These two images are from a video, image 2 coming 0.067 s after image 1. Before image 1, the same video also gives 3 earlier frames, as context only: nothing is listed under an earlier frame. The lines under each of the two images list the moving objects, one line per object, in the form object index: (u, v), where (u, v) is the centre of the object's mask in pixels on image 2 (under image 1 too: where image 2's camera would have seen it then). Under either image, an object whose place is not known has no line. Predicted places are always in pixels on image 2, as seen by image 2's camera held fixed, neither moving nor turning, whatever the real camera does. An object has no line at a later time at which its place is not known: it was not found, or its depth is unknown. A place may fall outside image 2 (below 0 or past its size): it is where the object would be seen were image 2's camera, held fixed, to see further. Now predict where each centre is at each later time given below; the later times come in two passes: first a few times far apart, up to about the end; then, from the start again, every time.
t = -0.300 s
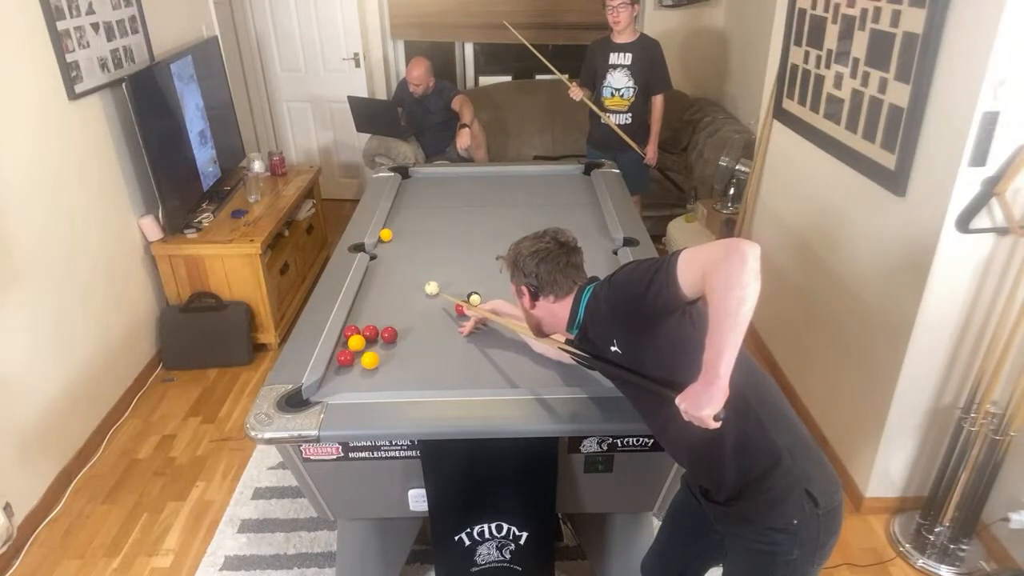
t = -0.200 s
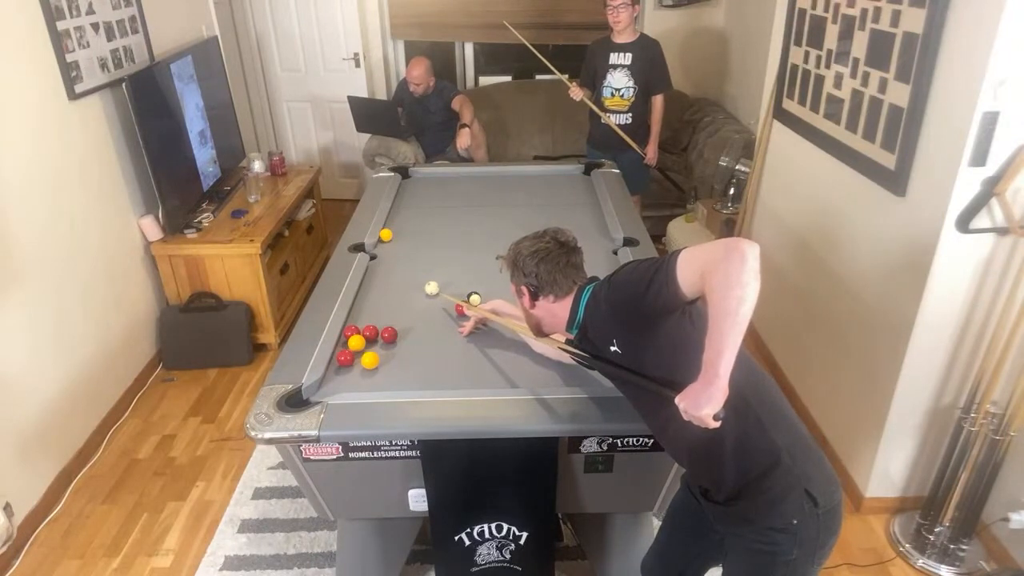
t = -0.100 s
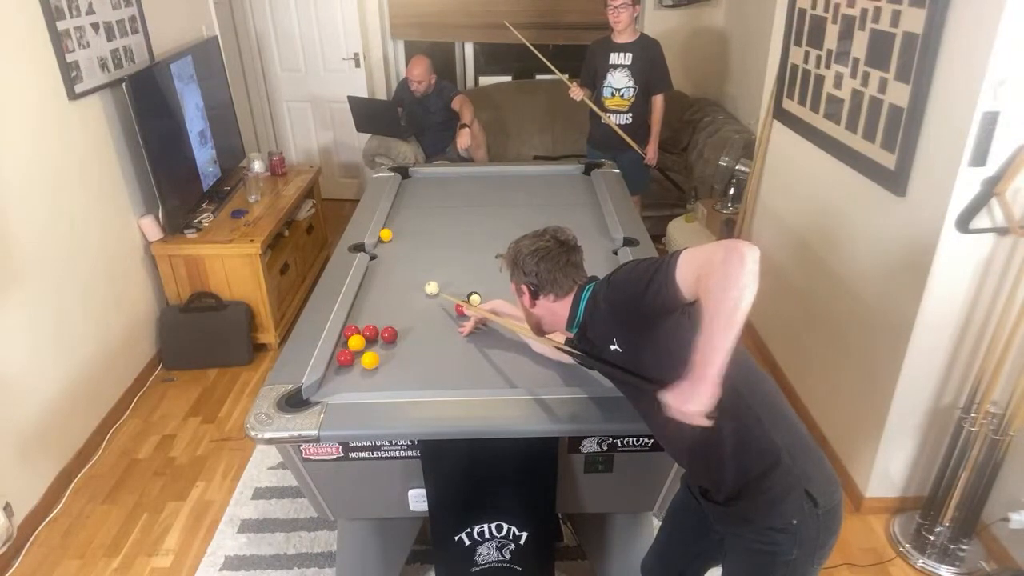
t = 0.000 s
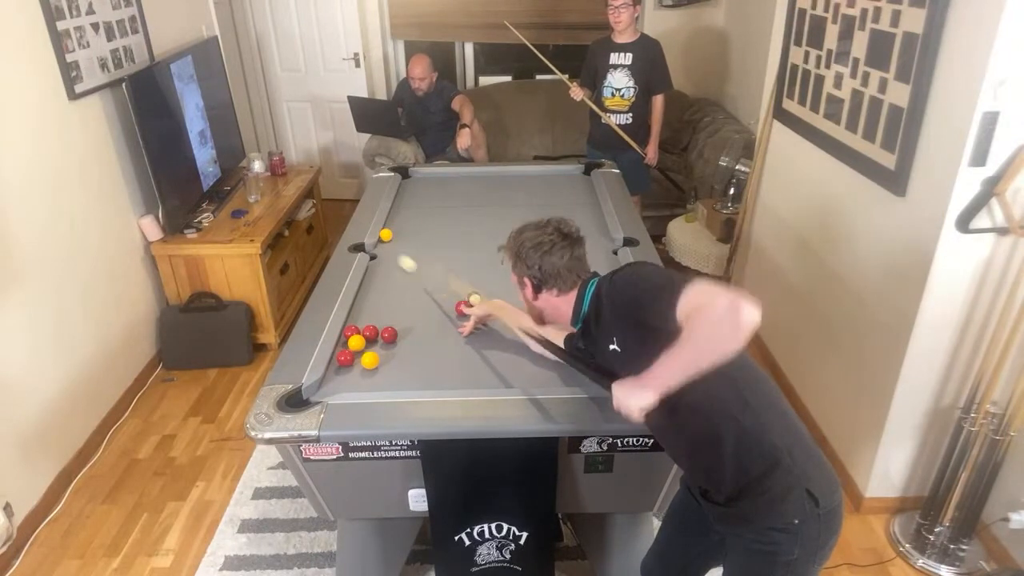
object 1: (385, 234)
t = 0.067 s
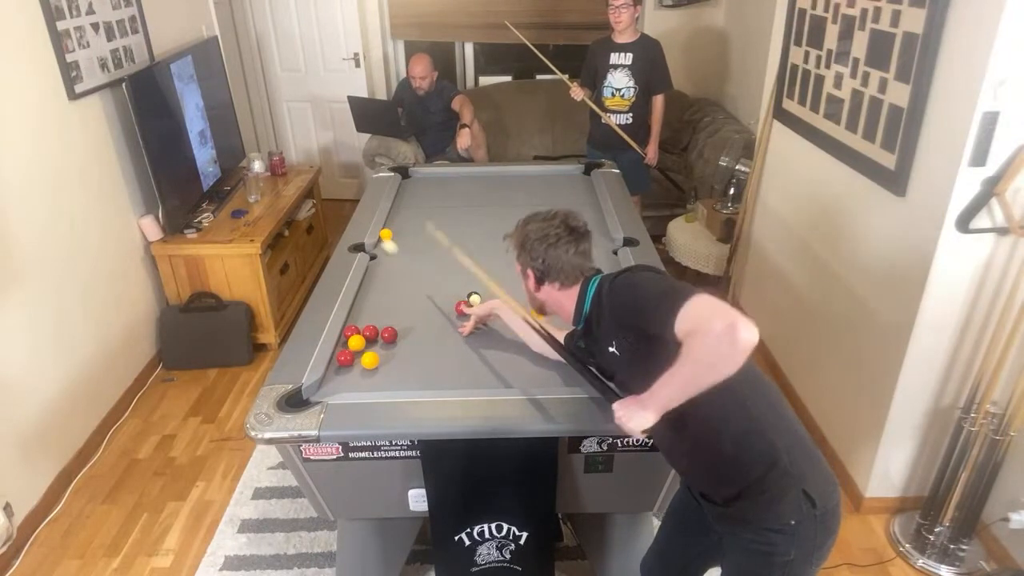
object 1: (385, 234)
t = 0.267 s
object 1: (397, 207)
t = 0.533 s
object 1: (407, 180)
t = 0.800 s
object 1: (412, 174)
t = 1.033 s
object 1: (410, 178)
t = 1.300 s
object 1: (407, 183)
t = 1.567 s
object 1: (405, 186)
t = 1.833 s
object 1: (402, 191)
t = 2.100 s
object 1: (401, 195)
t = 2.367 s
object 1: (400, 199)
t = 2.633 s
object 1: (400, 201)
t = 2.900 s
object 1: (399, 204)
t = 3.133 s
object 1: (399, 205)
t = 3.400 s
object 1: (399, 207)
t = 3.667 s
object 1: (398, 208)
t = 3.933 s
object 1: (398, 209)
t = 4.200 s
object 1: (398, 209)
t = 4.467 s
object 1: (398, 209)
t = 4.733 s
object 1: (398, 209)
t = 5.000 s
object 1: (398, 209)
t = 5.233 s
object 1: (398, 209)
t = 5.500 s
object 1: (398, 209)
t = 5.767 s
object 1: (398, 209)
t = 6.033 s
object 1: (398, 209)
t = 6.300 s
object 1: (398, 209)
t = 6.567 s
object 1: (398, 209)
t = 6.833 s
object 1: (398, 209)
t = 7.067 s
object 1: (398, 209)
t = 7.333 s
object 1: (398, 209)
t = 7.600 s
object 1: (398, 209)
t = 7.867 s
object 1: (398, 209)
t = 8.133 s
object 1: (398, 209)
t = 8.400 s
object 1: (398, 209)
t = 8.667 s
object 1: (398, 209)
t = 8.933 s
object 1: (398, 209)
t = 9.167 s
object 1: (398, 209)
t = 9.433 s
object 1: (398, 209)
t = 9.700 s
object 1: (398, 209)
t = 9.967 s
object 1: (398, 209)
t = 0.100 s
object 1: (387, 230)
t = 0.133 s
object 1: (388, 226)
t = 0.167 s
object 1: (391, 221)
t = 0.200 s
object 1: (393, 216)
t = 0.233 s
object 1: (395, 211)
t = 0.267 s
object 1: (397, 207)
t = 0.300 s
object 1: (398, 203)
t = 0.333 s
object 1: (400, 199)
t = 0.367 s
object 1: (401, 196)
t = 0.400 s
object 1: (403, 192)
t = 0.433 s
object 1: (404, 189)
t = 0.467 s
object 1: (405, 186)
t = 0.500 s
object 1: (406, 183)
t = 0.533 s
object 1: (407, 180)
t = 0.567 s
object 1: (409, 177)
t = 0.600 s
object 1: (410, 174)
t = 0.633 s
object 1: (406, 173)
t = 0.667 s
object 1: (404, 173)
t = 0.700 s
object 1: (409, 173)
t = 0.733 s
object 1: (412, 173)
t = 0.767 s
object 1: (412, 173)
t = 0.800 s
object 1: (412, 174)
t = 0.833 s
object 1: (412, 175)
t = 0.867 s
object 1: (412, 176)
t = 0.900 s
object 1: (411, 176)
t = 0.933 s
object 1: (411, 177)
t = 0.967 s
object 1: (410, 177)
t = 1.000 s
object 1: (410, 178)
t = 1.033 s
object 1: (410, 178)
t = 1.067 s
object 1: (409, 179)
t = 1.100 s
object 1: (409, 180)
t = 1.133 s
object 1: (409, 180)
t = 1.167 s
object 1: (408, 181)
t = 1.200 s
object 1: (408, 181)
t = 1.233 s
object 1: (408, 182)
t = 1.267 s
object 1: (407, 182)
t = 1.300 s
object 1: (407, 183)
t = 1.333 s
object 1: (407, 183)
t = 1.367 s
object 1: (407, 184)
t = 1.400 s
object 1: (407, 184)
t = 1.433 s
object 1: (406, 184)
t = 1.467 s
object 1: (406, 185)
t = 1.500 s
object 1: (406, 185)
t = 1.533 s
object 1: (405, 186)
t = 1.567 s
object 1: (405, 186)
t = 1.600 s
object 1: (404, 188)
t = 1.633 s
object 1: (404, 189)
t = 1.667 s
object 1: (404, 189)
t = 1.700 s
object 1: (403, 190)
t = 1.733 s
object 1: (403, 190)
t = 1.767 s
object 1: (403, 190)
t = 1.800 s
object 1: (403, 191)
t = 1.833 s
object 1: (402, 191)
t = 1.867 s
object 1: (402, 192)
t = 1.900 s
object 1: (402, 192)
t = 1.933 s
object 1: (402, 192)
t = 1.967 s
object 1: (401, 193)
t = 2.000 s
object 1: (401, 194)
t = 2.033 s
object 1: (401, 194)
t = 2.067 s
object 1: (401, 195)
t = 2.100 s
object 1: (401, 195)
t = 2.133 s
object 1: (400, 196)
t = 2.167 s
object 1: (401, 196)
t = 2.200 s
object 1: (400, 197)
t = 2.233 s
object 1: (400, 197)
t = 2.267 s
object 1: (400, 197)
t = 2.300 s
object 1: (400, 198)
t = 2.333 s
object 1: (400, 198)
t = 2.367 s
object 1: (400, 199)
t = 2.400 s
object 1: (400, 199)
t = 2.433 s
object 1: (400, 199)
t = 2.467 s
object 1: (400, 200)
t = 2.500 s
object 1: (400, 200)
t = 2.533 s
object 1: (400, 200)
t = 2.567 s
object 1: (400, 201)
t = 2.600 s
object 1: (400, 201)
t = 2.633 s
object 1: (400, 201)
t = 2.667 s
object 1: (400, 201)
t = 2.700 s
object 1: (399, 202)
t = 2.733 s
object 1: (399, 202)
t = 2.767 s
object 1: (399, 202)
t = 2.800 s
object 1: (399, 203)
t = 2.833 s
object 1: (399, 203)
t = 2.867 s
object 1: (399, 203)
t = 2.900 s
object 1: (399, 204)
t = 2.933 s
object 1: (399, 204)
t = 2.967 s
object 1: (399, 204)
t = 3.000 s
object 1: (399, 204)
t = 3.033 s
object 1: (399, 205)
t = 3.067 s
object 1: (399, 205)
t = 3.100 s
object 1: (399, 205)
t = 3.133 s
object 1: (399, 205)
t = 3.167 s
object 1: (399, 206)
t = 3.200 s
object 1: (399, 206)
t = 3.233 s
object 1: (399, 206)
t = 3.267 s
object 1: (399, 206)
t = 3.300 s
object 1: (399, 206)
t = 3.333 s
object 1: (399, 206)
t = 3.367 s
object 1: (399, 207)
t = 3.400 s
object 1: (399, 207)
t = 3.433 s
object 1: (399, 207)
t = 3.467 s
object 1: (399, 207)
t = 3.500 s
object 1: (399, 207)
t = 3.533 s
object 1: (399, 207)
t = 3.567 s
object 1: (399, 207)
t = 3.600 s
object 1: (398, 208)
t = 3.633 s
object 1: (398, 208)
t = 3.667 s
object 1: (398, 208)
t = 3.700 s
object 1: (398, 208)
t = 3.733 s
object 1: (398, 208)
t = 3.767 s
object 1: (398, 208)
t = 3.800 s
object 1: (398, 208)
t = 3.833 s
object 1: (398, 208)
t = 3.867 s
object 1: (398, 209)
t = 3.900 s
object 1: (398, 209)
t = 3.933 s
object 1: (398, 209)
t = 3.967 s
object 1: (398, 209)
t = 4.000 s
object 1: (398, 209)
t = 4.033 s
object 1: (398, 209)
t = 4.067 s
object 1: (398, 209)
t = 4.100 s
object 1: (398, 209)
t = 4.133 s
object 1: (398, 209)
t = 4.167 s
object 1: (398, 209)
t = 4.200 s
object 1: (398, 209)
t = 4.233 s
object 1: (398, 209)
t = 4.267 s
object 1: (398, 209)
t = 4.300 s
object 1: (398, 209)
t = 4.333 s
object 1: (398, 209)
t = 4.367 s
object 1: (398, 209)
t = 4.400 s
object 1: (398, 209)
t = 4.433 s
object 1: (398, 209)
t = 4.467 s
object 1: (398, 209)
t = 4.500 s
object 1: (398, 209)
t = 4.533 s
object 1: (398, 209)
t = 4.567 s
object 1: (398, 209)
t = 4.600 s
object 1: (398, 209)
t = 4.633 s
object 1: (398, 209)
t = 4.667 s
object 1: (398, 209)
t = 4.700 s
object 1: (398, 209)
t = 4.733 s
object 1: (398, 209)
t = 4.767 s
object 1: (398, 209)
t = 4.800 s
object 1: (398, 209)
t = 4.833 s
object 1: (398, 209)
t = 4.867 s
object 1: (398, 209)
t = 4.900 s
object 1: (398, 209)
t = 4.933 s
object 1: (398, 209)
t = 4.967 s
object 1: (398, 209)
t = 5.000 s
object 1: (398, 209)
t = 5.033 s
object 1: (398, 209)
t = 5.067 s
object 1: (398, 209)
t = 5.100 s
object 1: (398, 209)
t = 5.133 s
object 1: (398, 209)
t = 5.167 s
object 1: (398, 209)
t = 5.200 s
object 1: (398, 209)
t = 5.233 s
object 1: (398, 209)
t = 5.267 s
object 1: (398, 209)
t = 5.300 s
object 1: (398, 209)
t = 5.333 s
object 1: (398, 209)
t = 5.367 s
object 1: (398, 209)
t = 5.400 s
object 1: (398, 209)
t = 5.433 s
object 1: (398, 209)
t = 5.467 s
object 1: (398, 209)
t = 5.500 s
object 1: (398, 209)
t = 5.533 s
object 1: (398, 209)
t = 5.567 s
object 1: (398, 209)
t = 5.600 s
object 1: (398, 209)
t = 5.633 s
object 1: (398, 209)
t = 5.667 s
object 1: (398, 209)
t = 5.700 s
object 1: (398, 209)
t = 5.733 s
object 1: (398, 209)
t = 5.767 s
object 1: (398, 209)
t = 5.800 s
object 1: (398, 209)
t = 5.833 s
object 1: (398, 209)
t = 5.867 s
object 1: (398, 209)
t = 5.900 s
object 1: (398, 209)
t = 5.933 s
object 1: (398, 209)
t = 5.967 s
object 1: (398, 209)
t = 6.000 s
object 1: (398, 209)
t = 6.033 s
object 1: (398, 209)
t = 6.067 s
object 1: (398, 209)
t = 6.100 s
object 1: (398, 209)
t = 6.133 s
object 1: (398, 209)
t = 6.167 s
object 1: (398, 209)
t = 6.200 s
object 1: (398, 209)
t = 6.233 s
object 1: (398, 209)
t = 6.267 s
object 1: (398, 209)
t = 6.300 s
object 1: (398, 209)
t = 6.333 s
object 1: (398, 209)
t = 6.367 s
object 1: (398, 209)
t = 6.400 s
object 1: (398, 209)
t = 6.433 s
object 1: (398, 209)
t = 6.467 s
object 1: (398, 209)
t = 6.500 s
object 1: (398, 209)
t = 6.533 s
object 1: (398, 209)
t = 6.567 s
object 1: (398, 209)
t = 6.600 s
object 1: (398, 209)
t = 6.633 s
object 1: (398, 209)
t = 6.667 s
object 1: (398, 209)
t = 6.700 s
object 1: (398, 209)
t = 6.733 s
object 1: (398, 209)
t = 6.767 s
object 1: (398, 209)
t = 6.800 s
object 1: (398, 209)
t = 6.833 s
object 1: (398, 209)
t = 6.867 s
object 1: (398, 209)
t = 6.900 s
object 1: (398, 209)
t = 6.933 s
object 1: (398, 209)
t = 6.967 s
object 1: (398, 209)
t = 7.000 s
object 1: (398, 209)
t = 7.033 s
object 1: (398, 209)
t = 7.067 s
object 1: (398, 209)
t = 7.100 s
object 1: (398, 209)
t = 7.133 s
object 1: (398, 209)
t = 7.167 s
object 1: (398, 209)
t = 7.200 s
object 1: (398, 209)
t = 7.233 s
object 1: (398, 209)
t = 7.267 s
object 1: (398, 209)
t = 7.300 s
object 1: (398, 209)
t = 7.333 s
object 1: (398, 209)
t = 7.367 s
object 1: (398, 209)
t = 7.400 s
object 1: (398, 209)
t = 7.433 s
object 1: (398, 209)
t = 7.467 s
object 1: (398, 209)
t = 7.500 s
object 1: (398, 209)
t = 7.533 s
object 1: (398, 209)
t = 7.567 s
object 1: (398, 209)
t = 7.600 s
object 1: (398, 209)
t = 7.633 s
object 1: (398, 209)
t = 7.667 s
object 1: (398, 209)
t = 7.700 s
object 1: (398, 209)
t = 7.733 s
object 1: (398, 209)
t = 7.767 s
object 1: (398, 209)
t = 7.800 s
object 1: (398, 209)
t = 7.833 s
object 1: (398, 209)
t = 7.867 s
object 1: (398, 209)
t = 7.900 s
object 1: (398, 209)
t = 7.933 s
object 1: (398, 209)
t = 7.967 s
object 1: (398, 209)
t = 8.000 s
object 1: (398, 209)
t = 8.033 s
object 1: (398, 209)
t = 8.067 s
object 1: (398, 209)
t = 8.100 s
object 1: (398, 209)
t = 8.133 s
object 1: (398, 209)
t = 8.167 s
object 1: (398, 209)
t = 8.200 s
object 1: (398, 209)
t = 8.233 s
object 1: (398, 209)
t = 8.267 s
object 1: (398, 209)
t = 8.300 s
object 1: (398, 209)
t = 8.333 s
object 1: (398, 209)
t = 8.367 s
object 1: (398, 209)
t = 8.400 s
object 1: (398, 209)
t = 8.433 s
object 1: (398, 209)
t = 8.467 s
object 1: (398, 209)
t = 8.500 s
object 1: (398, 209)
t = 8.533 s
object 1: (398, 209)
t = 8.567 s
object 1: (398, 209)
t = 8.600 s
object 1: (398, 209)
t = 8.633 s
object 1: (398, 209)
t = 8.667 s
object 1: (398, 209)
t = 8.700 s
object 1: (398, 209)
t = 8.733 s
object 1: (398, 209)
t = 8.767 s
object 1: (398, 209)
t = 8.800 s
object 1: (398, 209)
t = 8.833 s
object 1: (398, 209)
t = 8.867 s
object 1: (398, 209)
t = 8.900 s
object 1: (398, 209)
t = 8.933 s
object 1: (398, 209)
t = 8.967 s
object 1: (398, 209)
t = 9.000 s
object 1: (398, 209)
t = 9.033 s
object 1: (398, 209)
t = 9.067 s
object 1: (398, 209)
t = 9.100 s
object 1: (398, 209)
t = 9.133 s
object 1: (398, 209)
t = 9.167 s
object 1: (398, 209)
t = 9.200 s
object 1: (398, 209)
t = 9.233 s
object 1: (398, 209)
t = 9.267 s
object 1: (398, 209)
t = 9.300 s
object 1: (398, 209)
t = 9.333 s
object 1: (398, 209)
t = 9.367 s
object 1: (398, 209)
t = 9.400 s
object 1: (398, 209)
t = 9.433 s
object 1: (398, 209)
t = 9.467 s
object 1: (398, 209)
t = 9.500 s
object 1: (398, 209)
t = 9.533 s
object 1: (398, 209)
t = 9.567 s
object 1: (398, 209)
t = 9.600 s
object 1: (398, 209)
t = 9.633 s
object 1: (398, 209)
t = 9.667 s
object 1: (398, 209)
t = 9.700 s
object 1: (398, 209)
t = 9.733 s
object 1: (398, 209)
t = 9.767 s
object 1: (398, 209)
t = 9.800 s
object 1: (398, 209)
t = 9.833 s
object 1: (398, 209)
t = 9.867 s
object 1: (398, 209)
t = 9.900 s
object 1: (398, 209)
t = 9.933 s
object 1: (398, 209)
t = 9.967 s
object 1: (398, 209)
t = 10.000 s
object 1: (398, 209)
